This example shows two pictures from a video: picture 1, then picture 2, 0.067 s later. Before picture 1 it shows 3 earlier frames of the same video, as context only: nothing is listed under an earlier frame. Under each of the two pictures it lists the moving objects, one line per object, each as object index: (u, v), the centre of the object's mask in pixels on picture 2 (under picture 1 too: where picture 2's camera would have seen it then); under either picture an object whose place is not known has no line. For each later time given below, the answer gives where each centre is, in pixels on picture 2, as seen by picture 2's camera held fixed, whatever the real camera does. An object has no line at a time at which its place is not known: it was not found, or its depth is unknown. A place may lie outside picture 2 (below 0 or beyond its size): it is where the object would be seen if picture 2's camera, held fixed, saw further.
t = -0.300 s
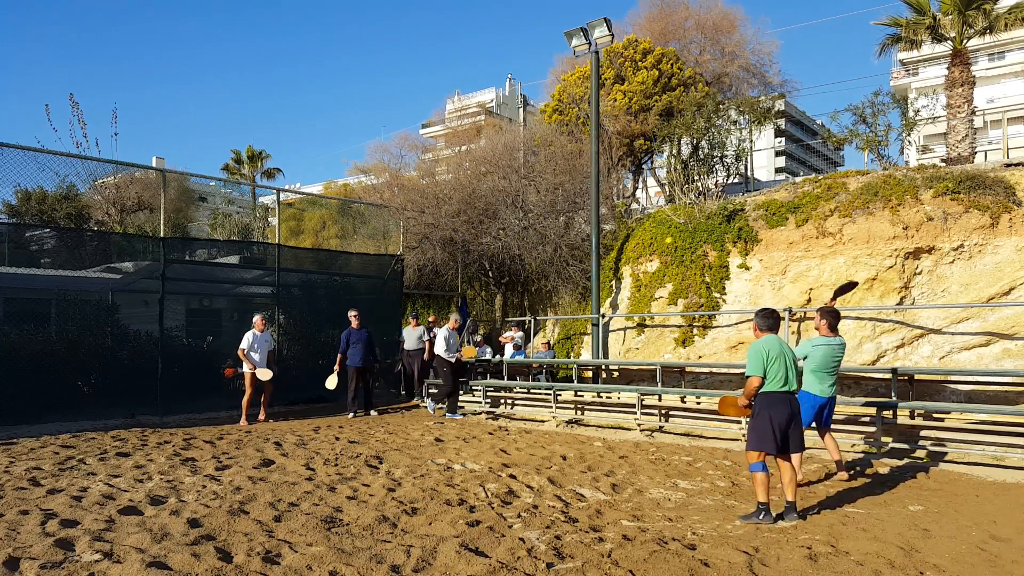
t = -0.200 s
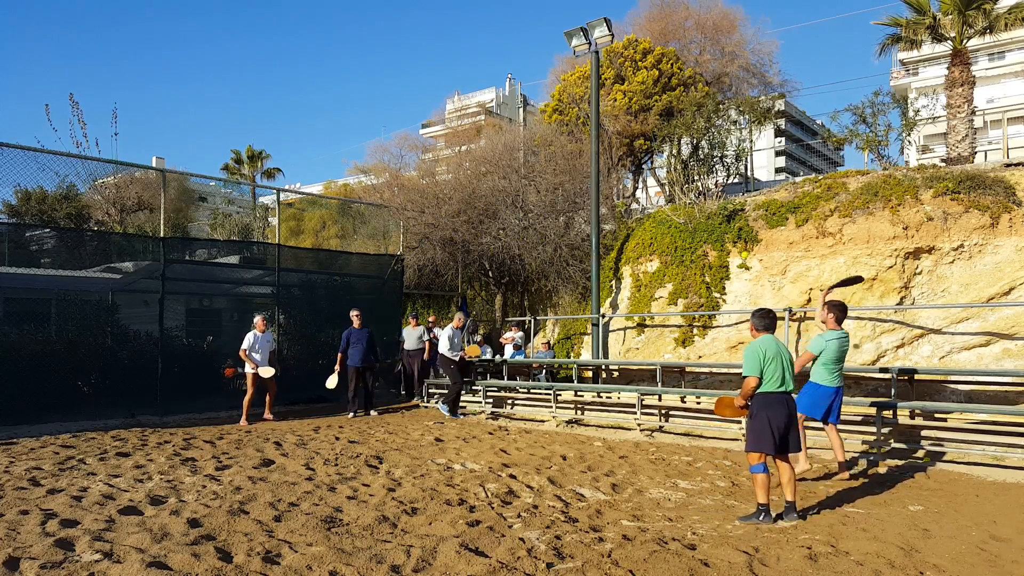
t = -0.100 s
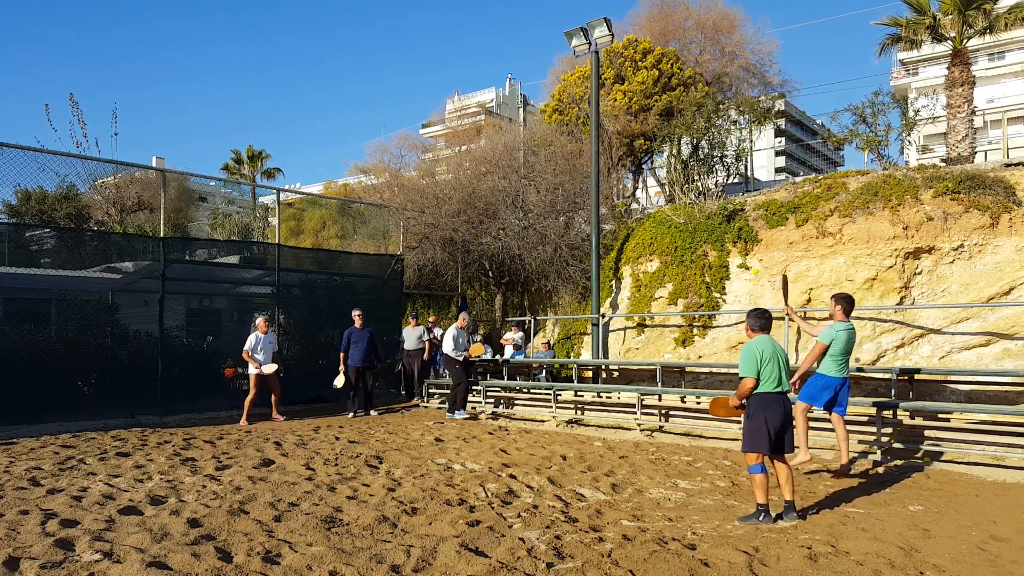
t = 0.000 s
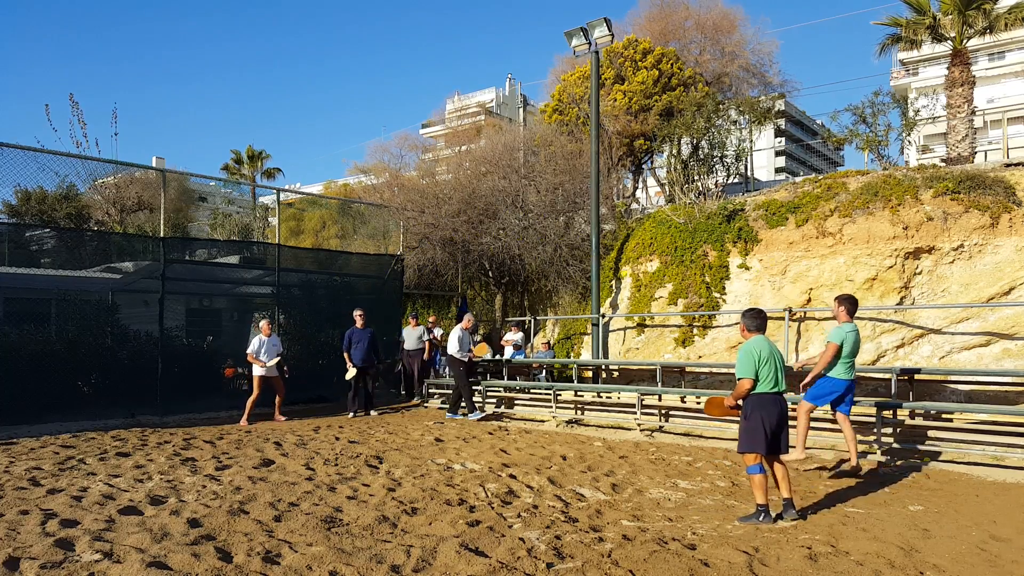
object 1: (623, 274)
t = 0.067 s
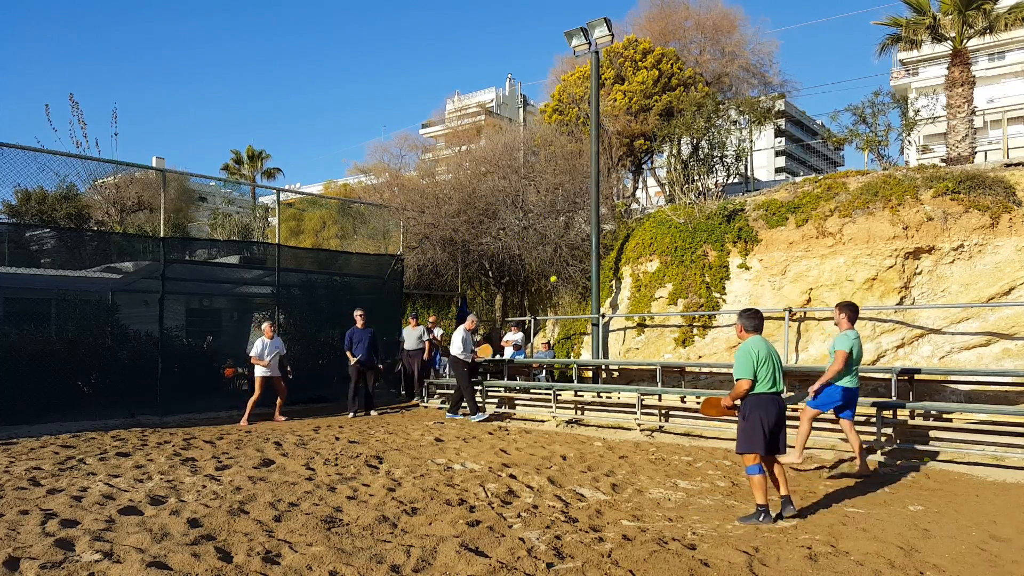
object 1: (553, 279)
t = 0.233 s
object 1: (413, 302)
